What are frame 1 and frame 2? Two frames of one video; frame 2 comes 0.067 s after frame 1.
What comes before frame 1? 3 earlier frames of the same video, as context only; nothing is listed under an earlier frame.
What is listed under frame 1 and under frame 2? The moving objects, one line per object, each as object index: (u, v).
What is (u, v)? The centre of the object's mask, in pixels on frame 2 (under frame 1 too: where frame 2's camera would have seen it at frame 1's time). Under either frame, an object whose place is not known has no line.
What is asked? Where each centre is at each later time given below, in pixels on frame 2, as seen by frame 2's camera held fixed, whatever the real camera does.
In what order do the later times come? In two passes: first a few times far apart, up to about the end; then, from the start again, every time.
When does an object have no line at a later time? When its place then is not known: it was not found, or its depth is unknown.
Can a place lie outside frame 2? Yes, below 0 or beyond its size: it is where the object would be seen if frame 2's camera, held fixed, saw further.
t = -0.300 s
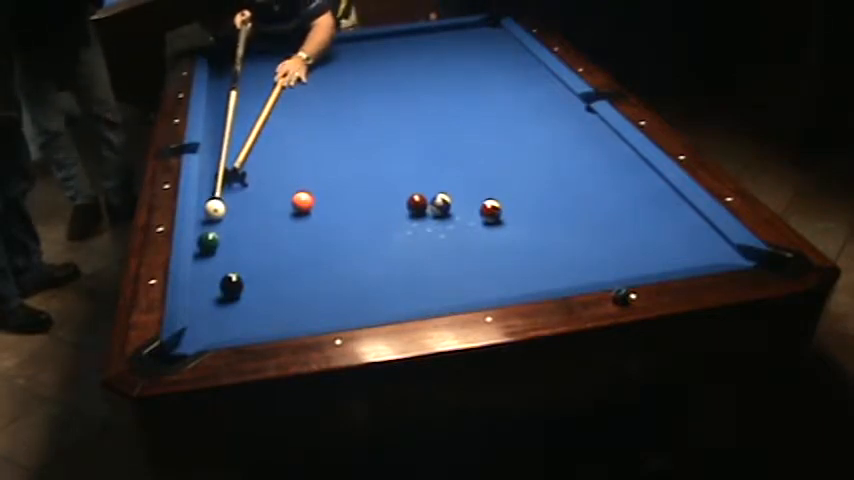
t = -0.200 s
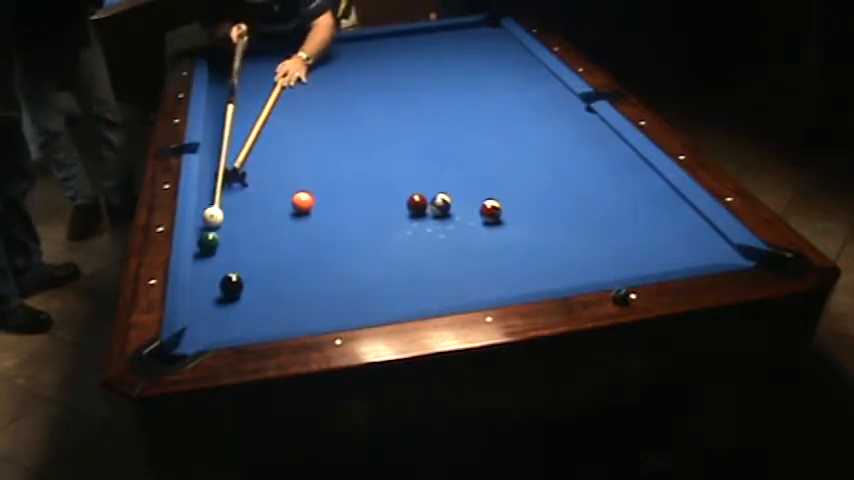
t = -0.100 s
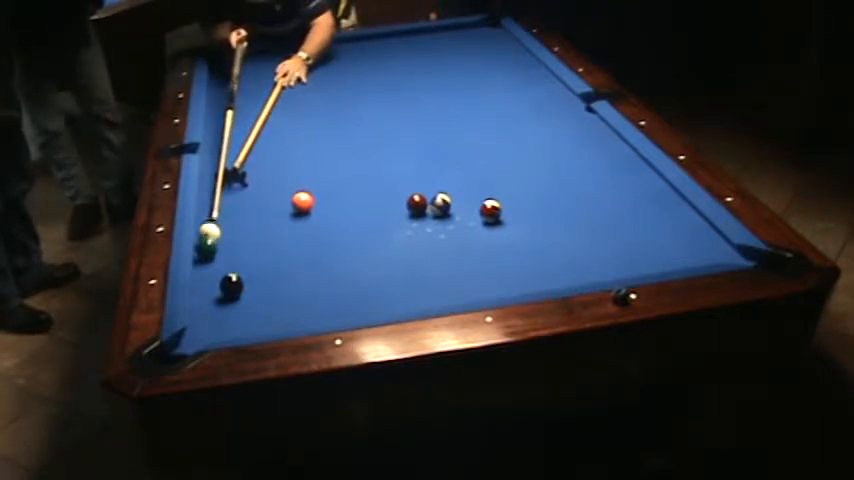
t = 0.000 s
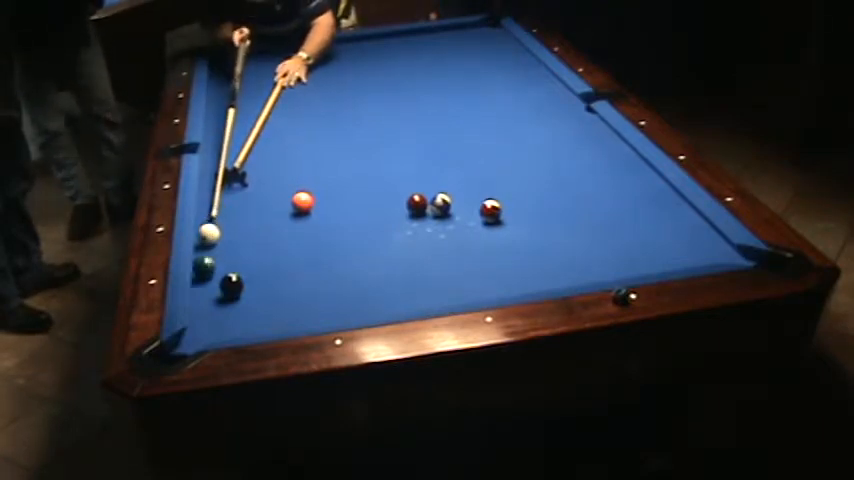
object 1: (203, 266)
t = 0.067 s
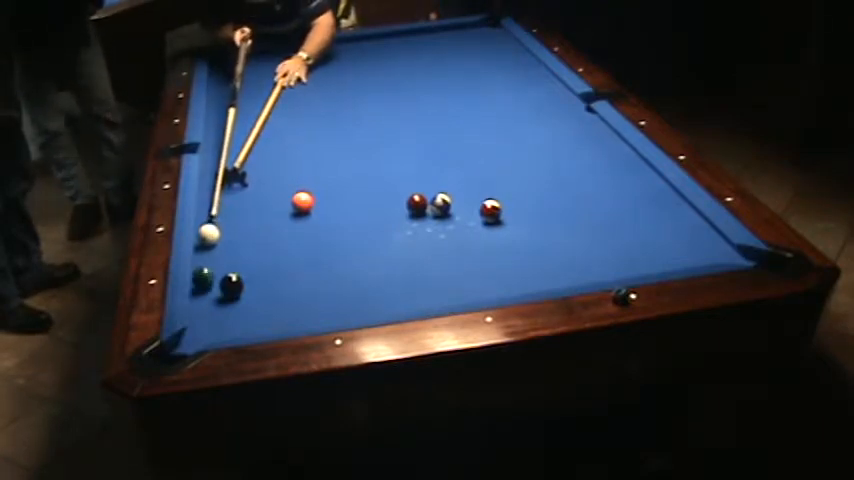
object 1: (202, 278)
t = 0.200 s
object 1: (203, 299)
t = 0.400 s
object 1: (205, 332)
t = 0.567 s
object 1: (185, 346)
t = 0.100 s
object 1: (203, 283)
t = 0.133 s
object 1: (203, 287)
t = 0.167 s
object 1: (203, 293)
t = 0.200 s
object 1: (203, 299)
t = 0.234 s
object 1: (204, 304)
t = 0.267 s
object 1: (203, 309)
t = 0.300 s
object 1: (204, 314)
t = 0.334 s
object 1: (204, 320)
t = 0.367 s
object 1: (204, 326)
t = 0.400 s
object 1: (205, 332)
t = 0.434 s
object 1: (205, 335)
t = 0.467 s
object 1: (203, 340)
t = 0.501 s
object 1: (198, 341)
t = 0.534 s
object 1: (191, 344)
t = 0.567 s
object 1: (185, 346)
